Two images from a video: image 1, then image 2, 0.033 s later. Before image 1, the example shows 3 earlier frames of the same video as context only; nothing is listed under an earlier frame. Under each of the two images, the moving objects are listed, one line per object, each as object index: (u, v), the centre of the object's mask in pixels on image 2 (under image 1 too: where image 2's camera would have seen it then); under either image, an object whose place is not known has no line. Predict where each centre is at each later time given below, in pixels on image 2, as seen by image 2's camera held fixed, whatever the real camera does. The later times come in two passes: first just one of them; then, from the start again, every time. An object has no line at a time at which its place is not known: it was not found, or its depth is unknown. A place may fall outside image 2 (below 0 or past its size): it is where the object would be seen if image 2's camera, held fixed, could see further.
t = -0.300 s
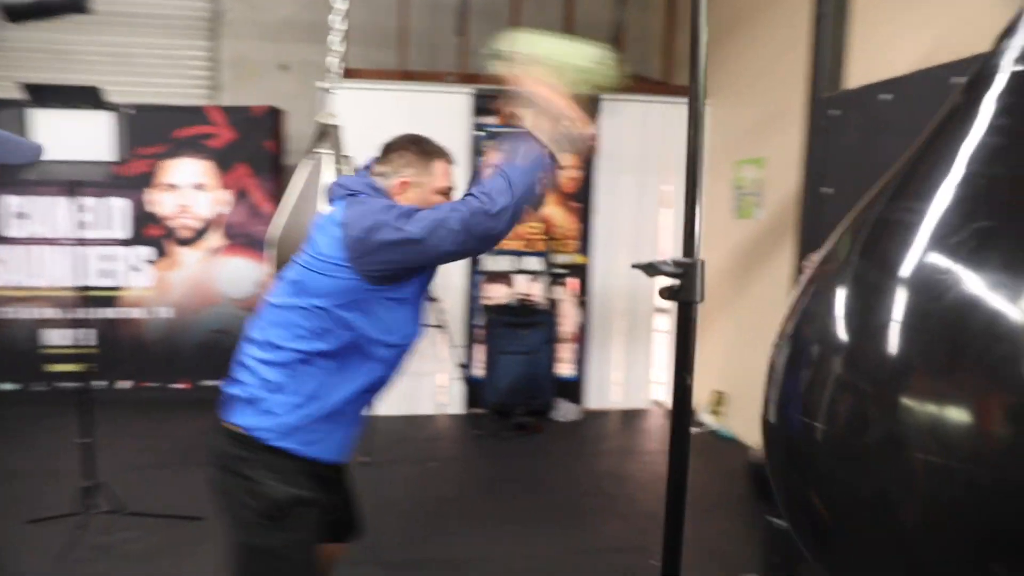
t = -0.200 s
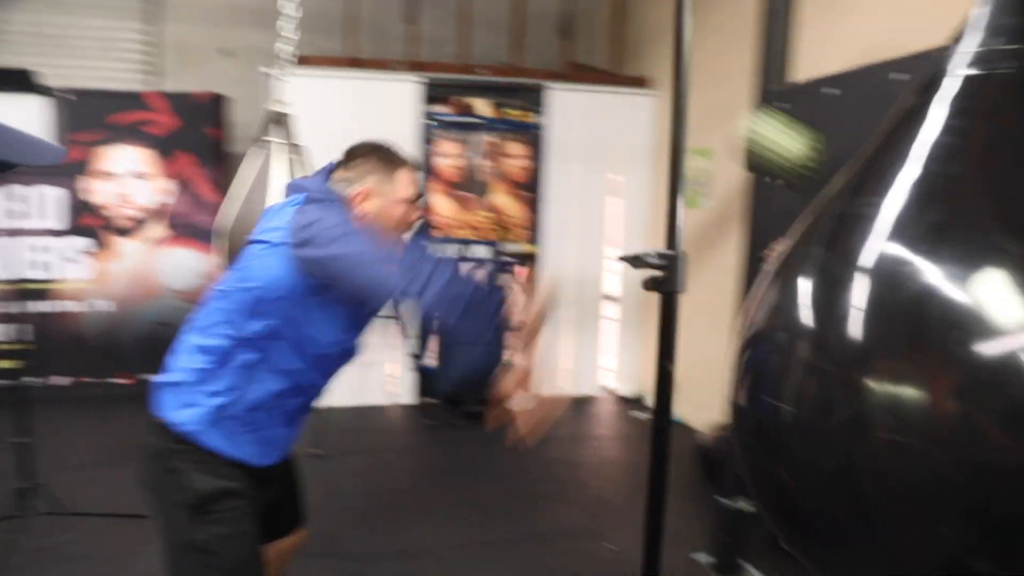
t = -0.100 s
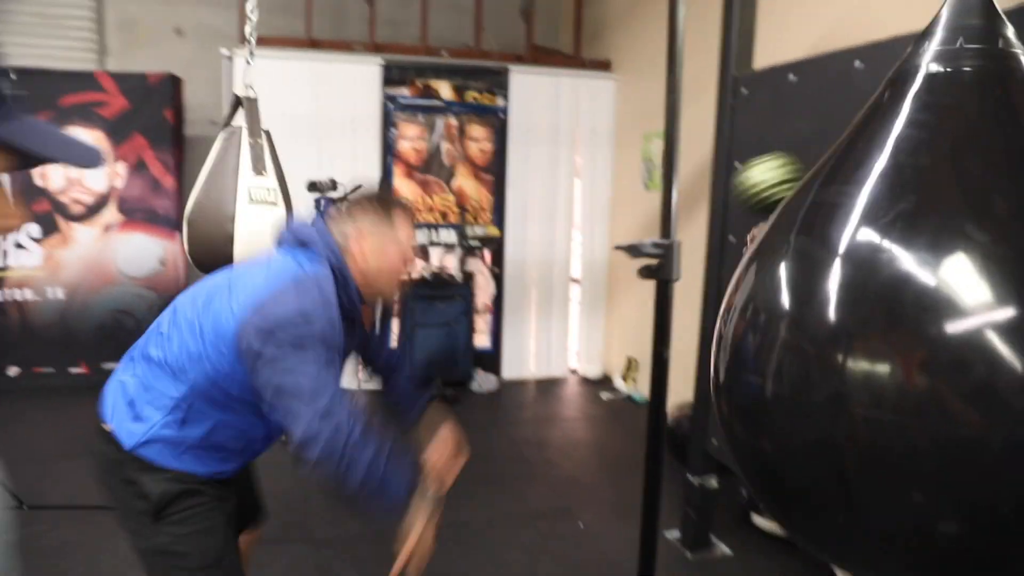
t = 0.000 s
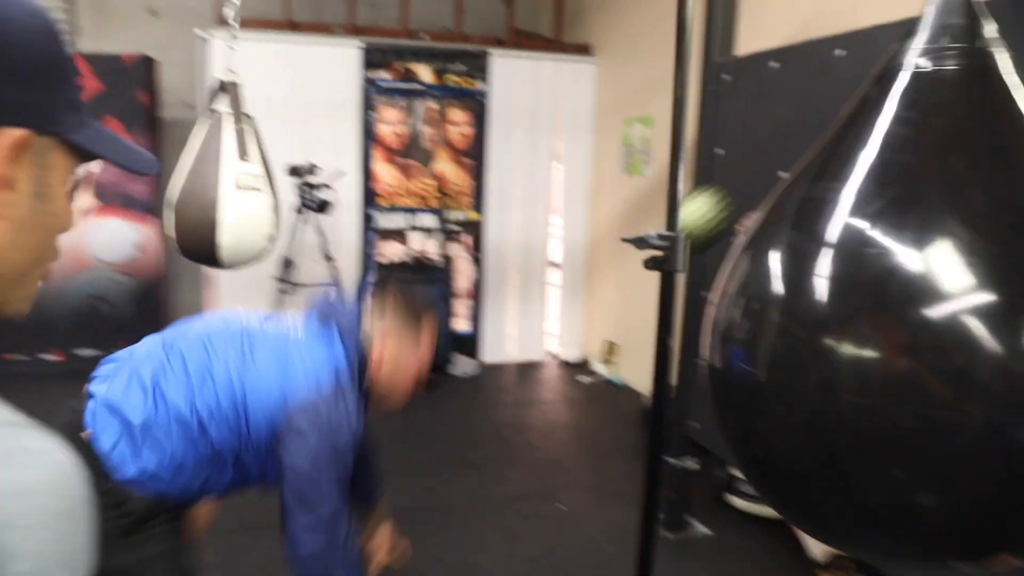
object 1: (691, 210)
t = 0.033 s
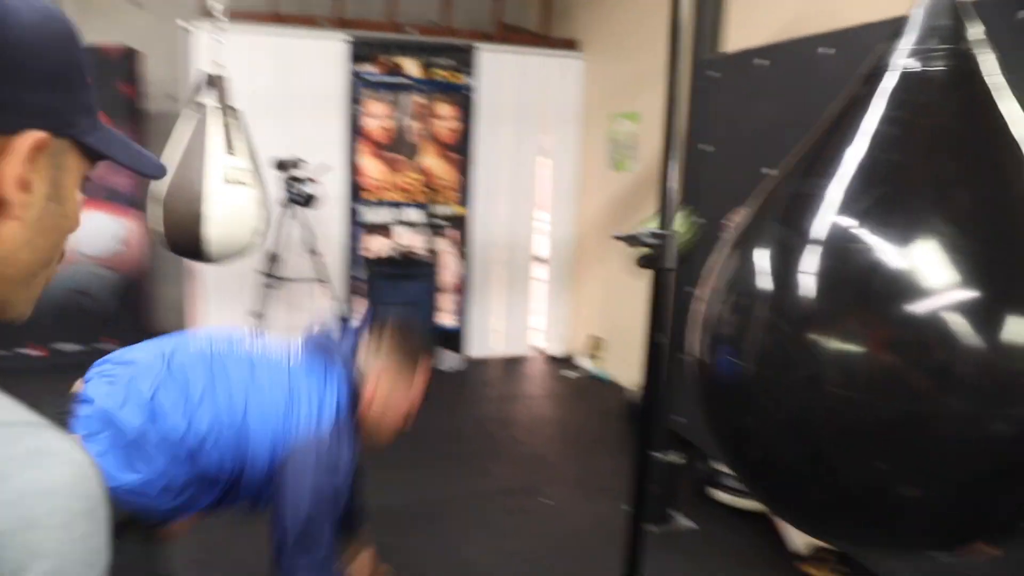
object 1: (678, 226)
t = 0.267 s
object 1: (518, 498)
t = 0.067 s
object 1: (634, 271)
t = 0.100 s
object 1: (623, 299)
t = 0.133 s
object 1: (603, 332)
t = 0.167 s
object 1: (578, 370)
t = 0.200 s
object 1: (561, 408)
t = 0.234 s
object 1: (539, 453)
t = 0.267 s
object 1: (518, 498)
